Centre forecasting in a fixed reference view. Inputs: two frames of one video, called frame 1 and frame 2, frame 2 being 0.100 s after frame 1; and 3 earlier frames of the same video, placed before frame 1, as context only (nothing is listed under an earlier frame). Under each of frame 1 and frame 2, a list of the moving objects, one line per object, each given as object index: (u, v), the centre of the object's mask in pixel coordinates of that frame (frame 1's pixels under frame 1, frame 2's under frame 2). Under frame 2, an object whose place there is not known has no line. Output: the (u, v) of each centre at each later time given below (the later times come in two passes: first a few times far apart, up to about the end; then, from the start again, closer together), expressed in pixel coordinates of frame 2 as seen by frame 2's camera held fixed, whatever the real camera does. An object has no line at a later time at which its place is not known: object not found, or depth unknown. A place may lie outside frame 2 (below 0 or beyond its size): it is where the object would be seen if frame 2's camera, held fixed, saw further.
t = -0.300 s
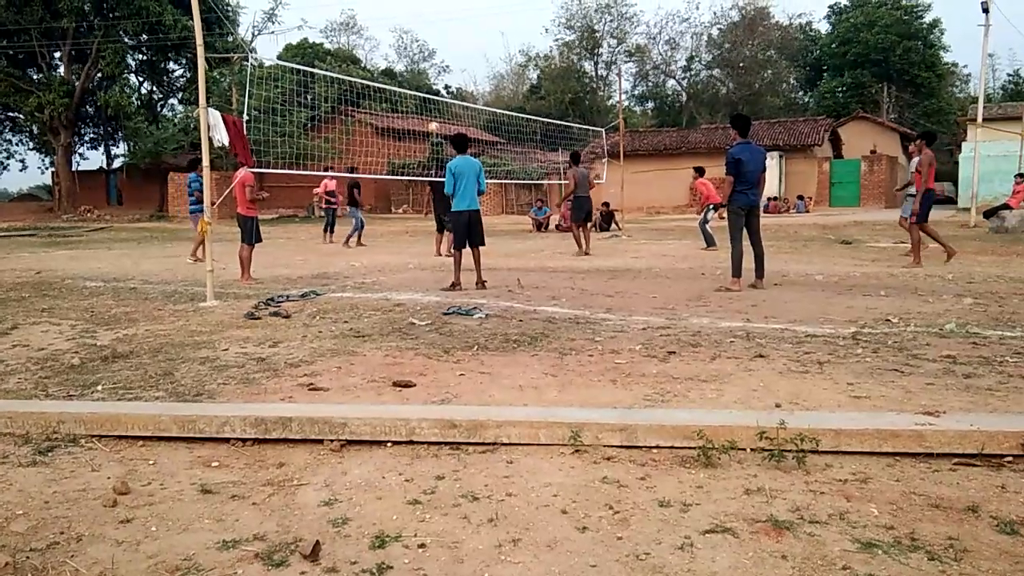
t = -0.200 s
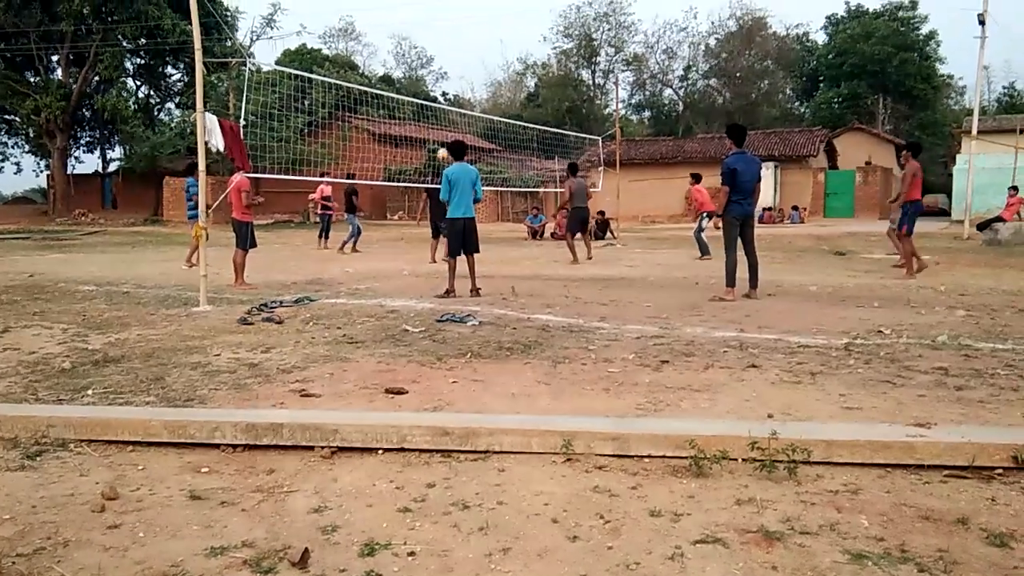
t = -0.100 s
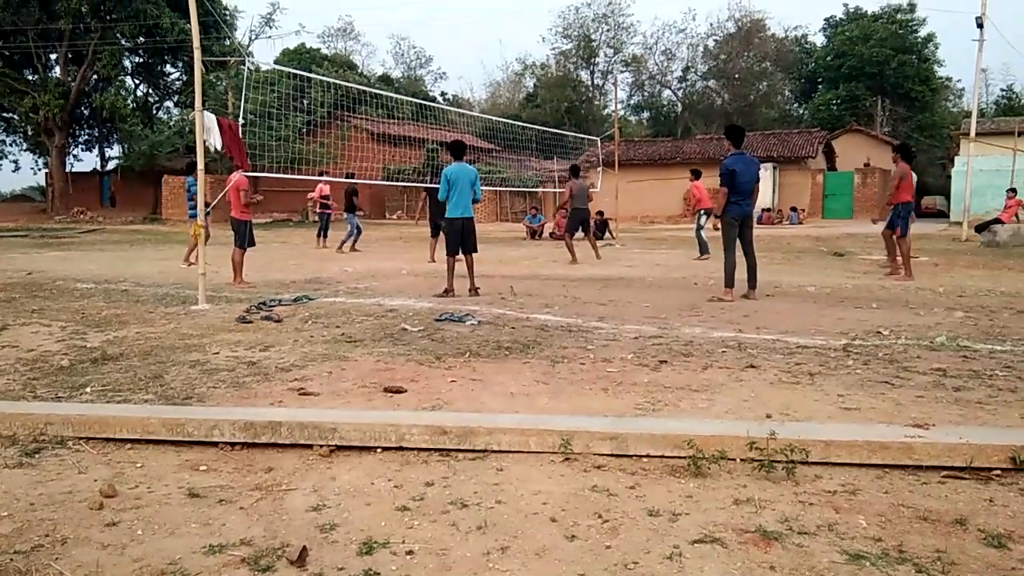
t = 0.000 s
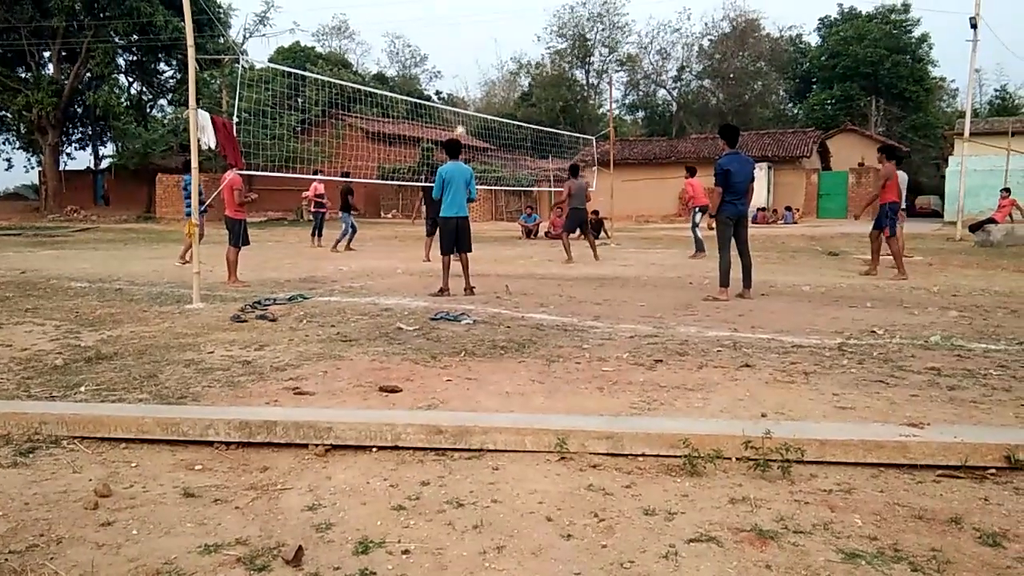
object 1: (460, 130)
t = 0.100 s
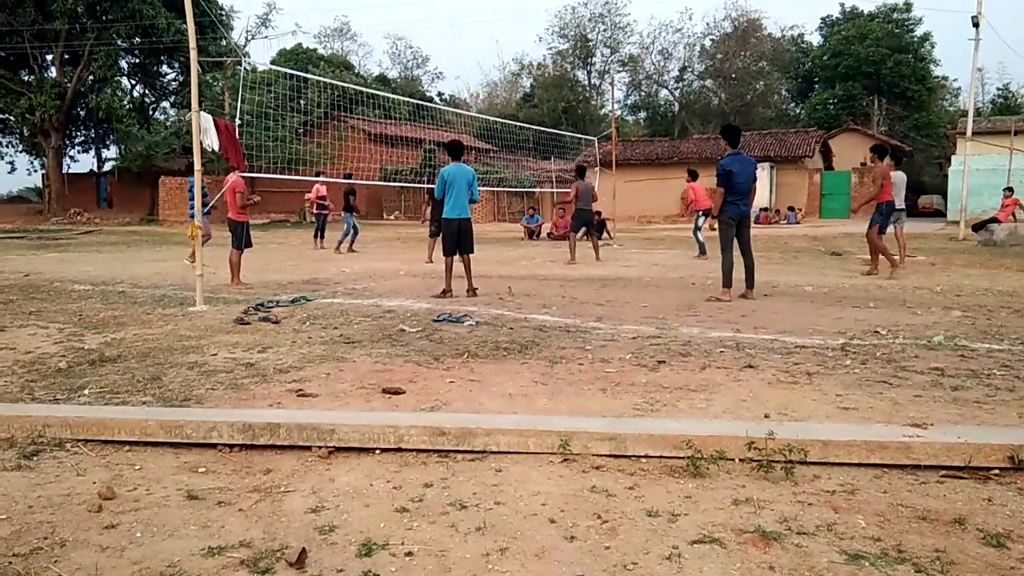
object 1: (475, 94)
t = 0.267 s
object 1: (497, 38)
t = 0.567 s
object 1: (542, -36)
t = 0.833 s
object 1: (581, -59)
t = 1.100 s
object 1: (620, -46)
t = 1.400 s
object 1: (666, 22)
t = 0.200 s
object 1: (488, 58)
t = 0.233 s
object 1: (493, 48)
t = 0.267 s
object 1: (497, 38)
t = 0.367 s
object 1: (513, 8)
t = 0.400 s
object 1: (518, 0)
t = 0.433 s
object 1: (522, -9)
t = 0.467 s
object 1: (527, -17)
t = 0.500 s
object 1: (531, -23)
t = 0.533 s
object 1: (535, -29)
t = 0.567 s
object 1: (542, -36)
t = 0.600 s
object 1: (549, -40)
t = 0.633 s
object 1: (553, -46)
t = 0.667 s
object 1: (556, -50)
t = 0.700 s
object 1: (560, -52)
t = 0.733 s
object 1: (564, -54)
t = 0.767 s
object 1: (570, -57)
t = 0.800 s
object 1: (576, -59)
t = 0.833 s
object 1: (581, -59)
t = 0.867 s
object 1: (585, -59)
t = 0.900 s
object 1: (590, -59)
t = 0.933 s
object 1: (595, -58)
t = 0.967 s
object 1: (599, -57)
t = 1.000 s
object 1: (605, -56)
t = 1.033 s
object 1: (611, -53)
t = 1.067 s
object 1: (615, -49)
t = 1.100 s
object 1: (620, -46)
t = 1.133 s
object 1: (625, -40)
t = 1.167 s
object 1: (629, -35)
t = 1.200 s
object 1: (635, -29)
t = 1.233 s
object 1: (641, -22)
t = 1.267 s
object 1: (646, -15)
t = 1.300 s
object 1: (652, -7)
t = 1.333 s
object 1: (657, 2)
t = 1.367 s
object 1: (662, 12)
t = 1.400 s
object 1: (666, 22)
